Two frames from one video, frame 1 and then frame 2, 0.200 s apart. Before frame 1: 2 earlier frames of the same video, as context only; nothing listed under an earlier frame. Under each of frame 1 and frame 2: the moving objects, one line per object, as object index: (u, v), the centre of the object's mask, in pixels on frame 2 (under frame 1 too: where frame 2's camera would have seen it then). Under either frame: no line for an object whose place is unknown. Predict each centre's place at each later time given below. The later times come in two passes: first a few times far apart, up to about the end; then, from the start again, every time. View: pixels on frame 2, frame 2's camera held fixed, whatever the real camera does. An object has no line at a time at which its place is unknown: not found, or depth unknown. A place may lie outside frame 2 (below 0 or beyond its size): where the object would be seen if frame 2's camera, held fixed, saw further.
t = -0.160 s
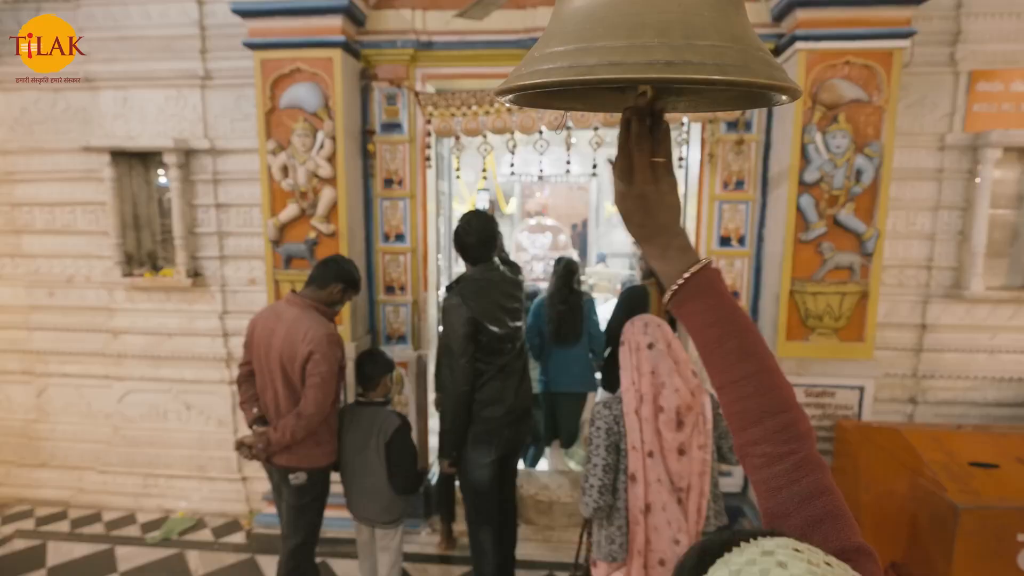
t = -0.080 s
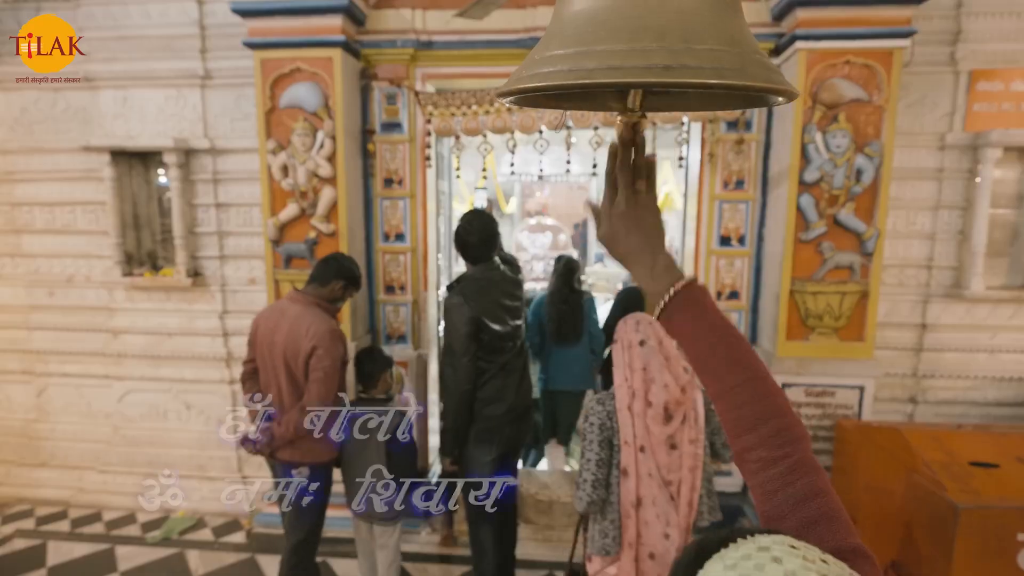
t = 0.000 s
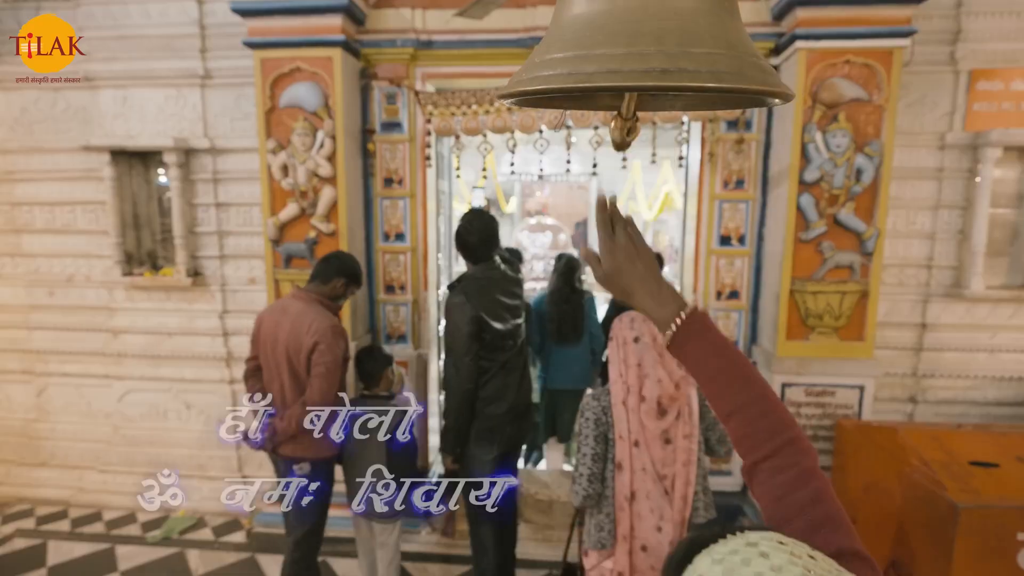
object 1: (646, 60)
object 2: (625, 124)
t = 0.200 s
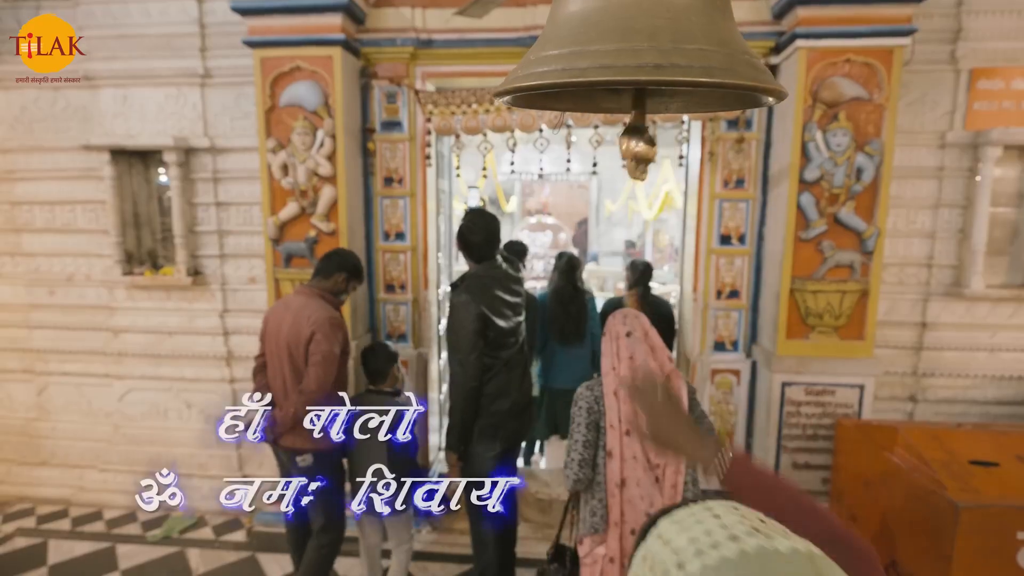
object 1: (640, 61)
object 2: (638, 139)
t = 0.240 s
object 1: (639, 60)
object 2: (644, 130)
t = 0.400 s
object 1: (635, 57)
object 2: (654, 110)
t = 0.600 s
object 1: (632, 55)
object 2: (621, 130)
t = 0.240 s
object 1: (639, 60)
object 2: (644, 130)
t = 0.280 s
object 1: (638, 59)
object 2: (652, 119)
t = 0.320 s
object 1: (637, 58)
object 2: (656, 108)
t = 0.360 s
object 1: (636, 57)
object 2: (657, 105)
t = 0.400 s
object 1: (635, 57)
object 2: (654, 110)
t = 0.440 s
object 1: (635, 56)
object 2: (648, 120)
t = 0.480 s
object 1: (635, 57)
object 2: (640, 130)
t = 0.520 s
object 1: (633, 56)
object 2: (632, 134)
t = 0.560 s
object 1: (633, 56)
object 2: (626, 134)
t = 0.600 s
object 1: (632, 55)
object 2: (621, 130)
